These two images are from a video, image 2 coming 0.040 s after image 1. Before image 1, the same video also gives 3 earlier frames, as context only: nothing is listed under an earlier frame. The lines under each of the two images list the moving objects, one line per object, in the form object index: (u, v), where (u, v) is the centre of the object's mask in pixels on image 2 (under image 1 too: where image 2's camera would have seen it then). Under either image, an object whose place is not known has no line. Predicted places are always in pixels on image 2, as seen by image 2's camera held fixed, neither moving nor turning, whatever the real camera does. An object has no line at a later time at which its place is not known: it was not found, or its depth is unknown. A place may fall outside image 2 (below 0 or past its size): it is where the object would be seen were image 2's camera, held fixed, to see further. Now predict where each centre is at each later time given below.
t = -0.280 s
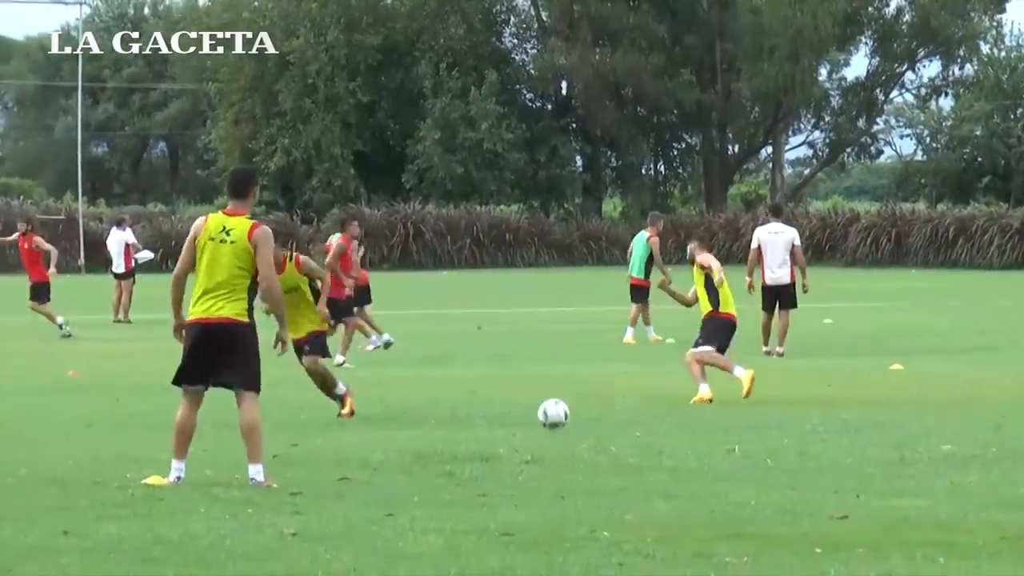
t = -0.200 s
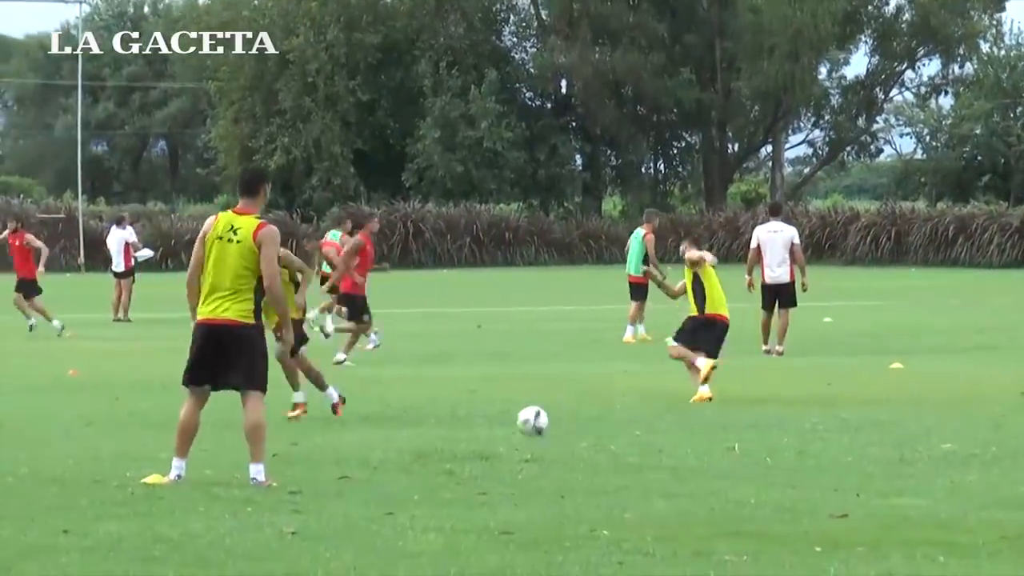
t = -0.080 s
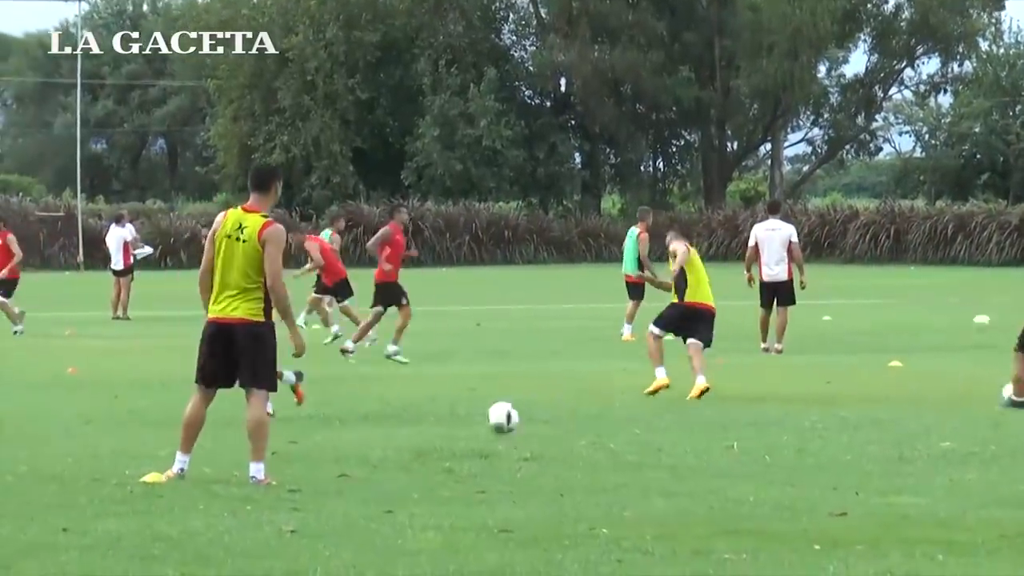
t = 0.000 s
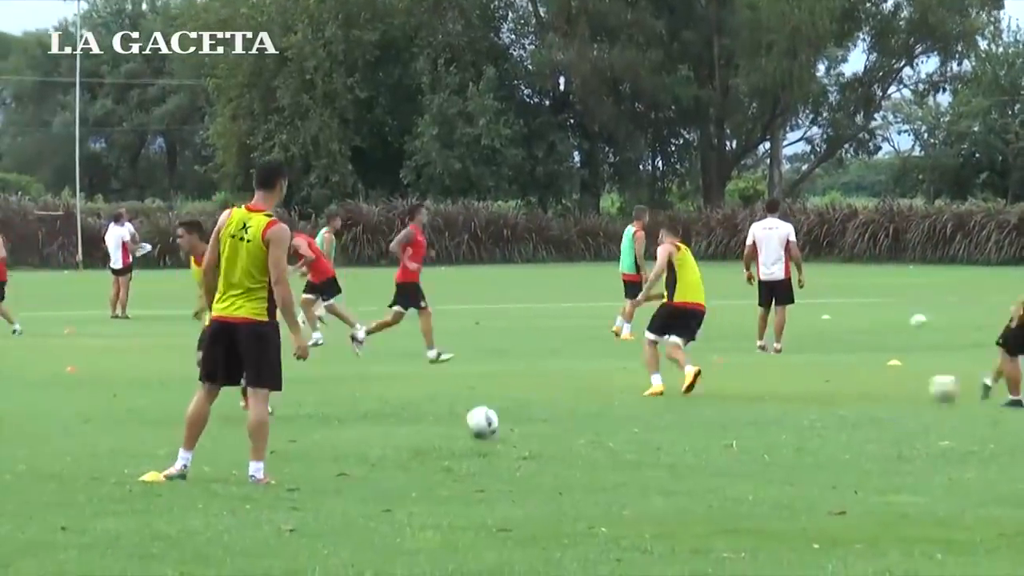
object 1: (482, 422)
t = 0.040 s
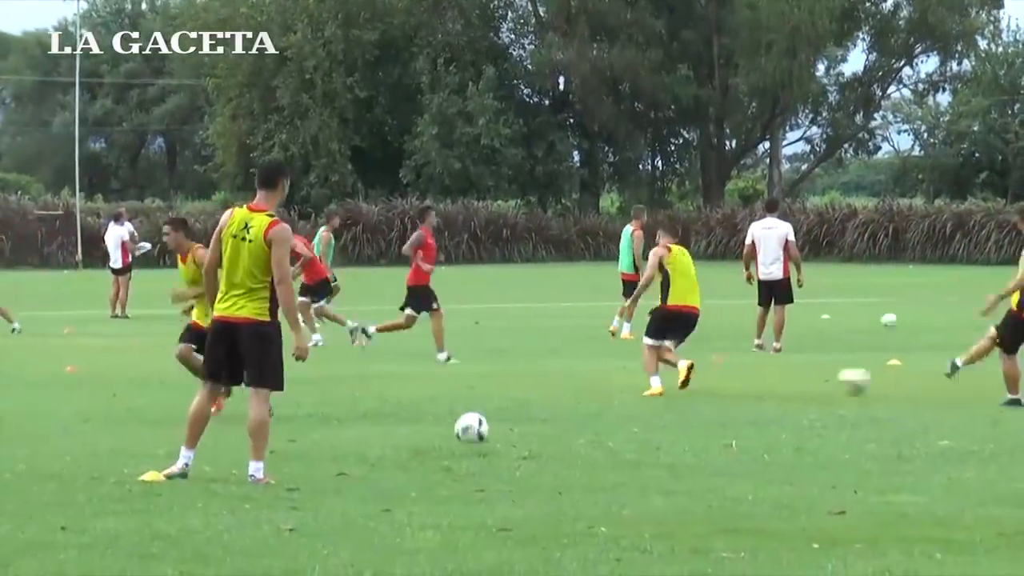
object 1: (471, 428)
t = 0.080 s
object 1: (462, 429)
